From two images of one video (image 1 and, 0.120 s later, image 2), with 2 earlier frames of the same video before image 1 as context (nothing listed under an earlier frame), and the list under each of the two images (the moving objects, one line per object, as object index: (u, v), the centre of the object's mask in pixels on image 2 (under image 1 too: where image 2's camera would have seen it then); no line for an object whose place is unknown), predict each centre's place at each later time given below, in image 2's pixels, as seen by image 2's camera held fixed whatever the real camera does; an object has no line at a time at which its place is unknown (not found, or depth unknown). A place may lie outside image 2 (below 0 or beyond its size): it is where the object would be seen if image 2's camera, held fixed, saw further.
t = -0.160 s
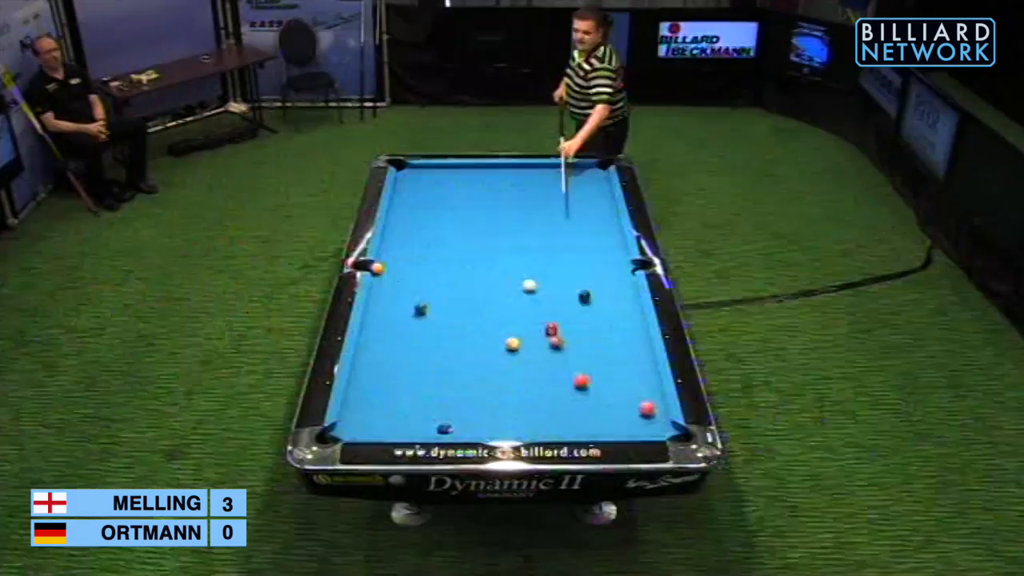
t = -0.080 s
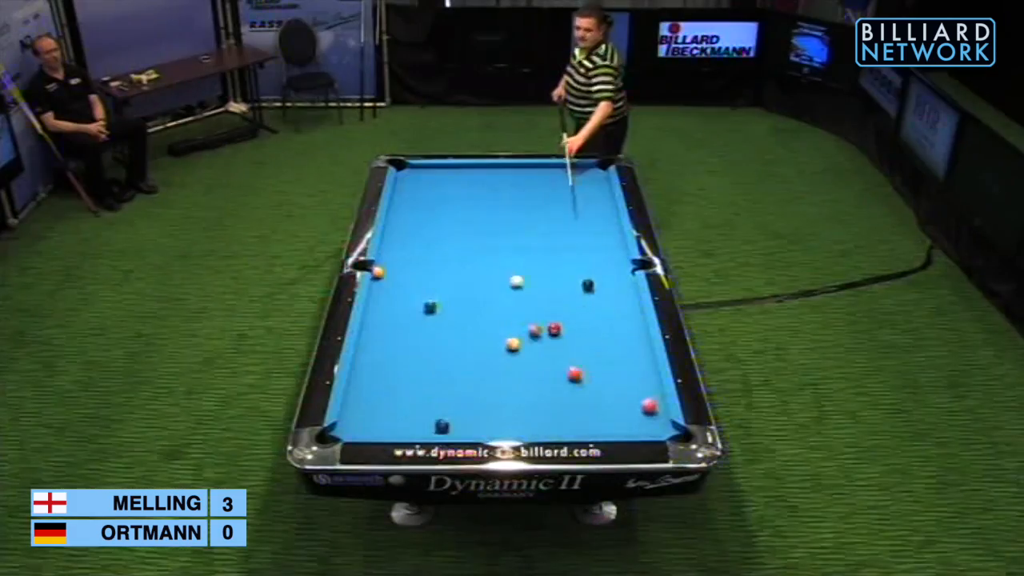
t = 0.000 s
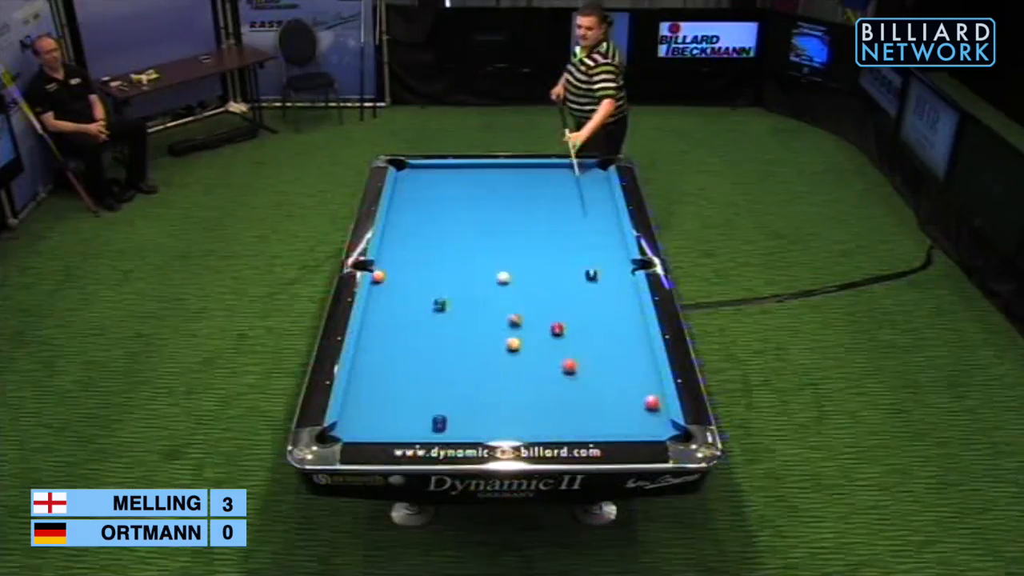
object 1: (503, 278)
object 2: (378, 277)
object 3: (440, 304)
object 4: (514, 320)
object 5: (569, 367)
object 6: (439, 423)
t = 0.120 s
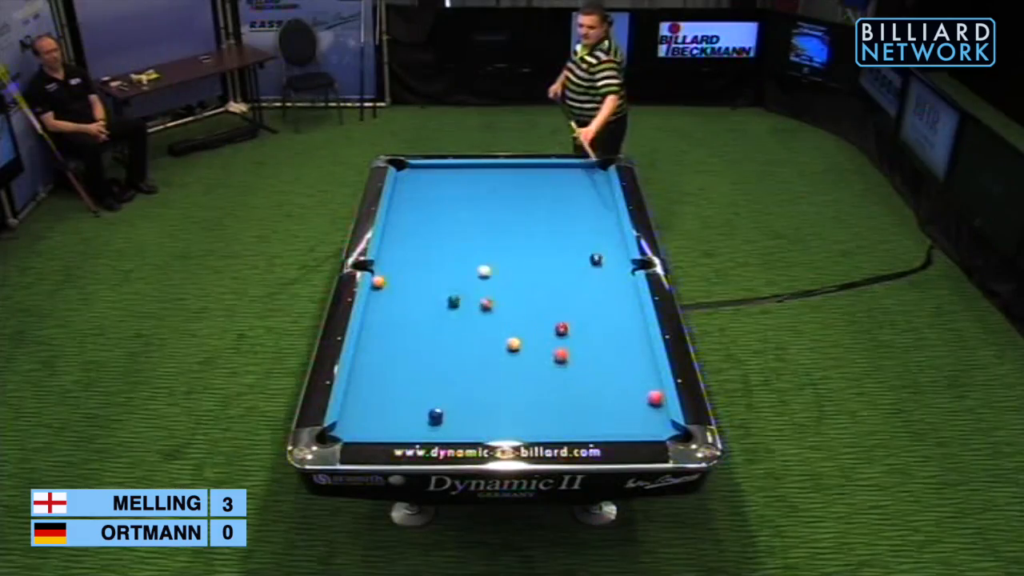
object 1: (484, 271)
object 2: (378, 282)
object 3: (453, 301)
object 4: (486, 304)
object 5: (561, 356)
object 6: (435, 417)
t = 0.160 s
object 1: (478, 269)
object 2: (378, 285)
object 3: (458, 301)
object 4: (477, 300)
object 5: (558, 352)
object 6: (434, 415)
